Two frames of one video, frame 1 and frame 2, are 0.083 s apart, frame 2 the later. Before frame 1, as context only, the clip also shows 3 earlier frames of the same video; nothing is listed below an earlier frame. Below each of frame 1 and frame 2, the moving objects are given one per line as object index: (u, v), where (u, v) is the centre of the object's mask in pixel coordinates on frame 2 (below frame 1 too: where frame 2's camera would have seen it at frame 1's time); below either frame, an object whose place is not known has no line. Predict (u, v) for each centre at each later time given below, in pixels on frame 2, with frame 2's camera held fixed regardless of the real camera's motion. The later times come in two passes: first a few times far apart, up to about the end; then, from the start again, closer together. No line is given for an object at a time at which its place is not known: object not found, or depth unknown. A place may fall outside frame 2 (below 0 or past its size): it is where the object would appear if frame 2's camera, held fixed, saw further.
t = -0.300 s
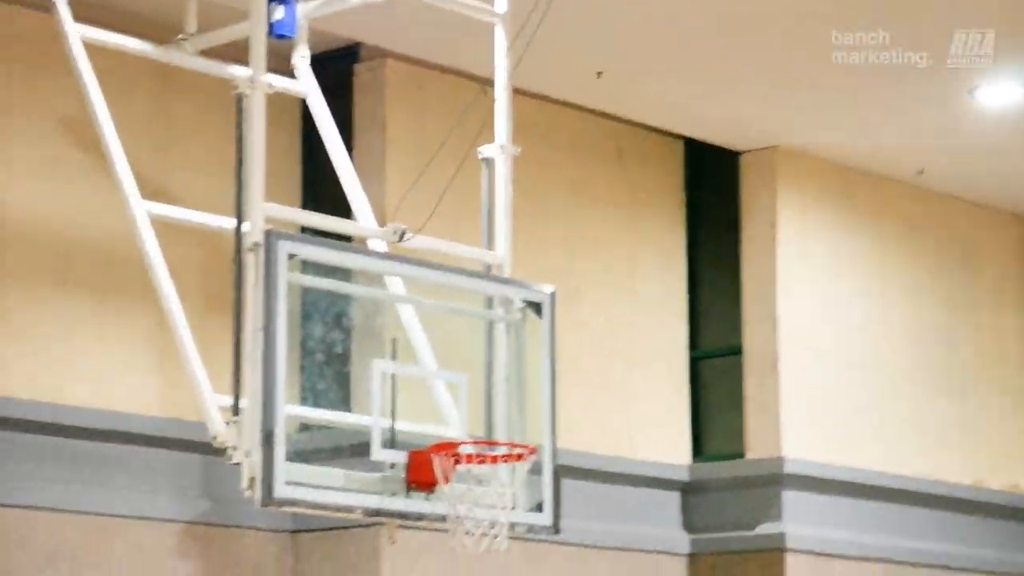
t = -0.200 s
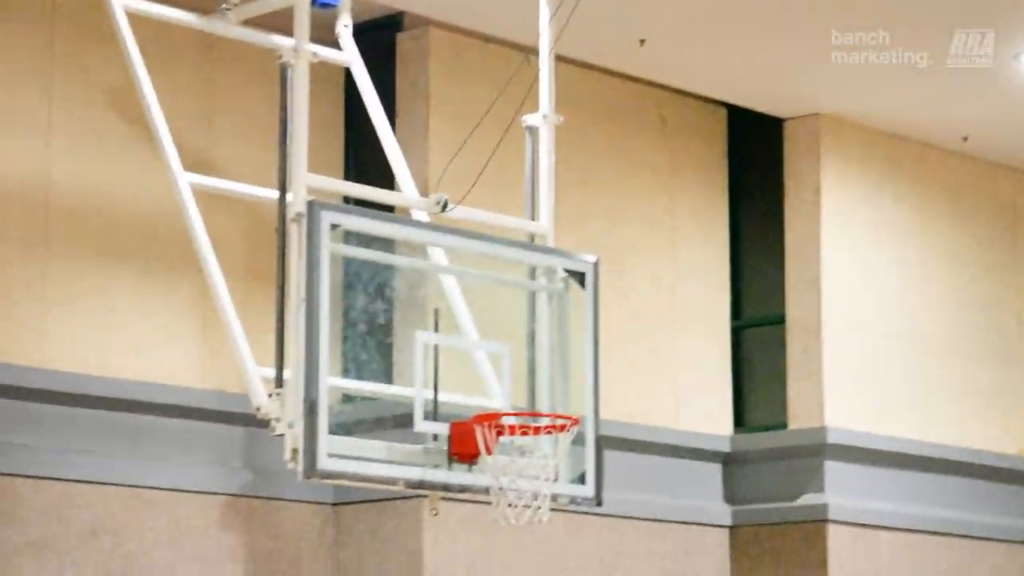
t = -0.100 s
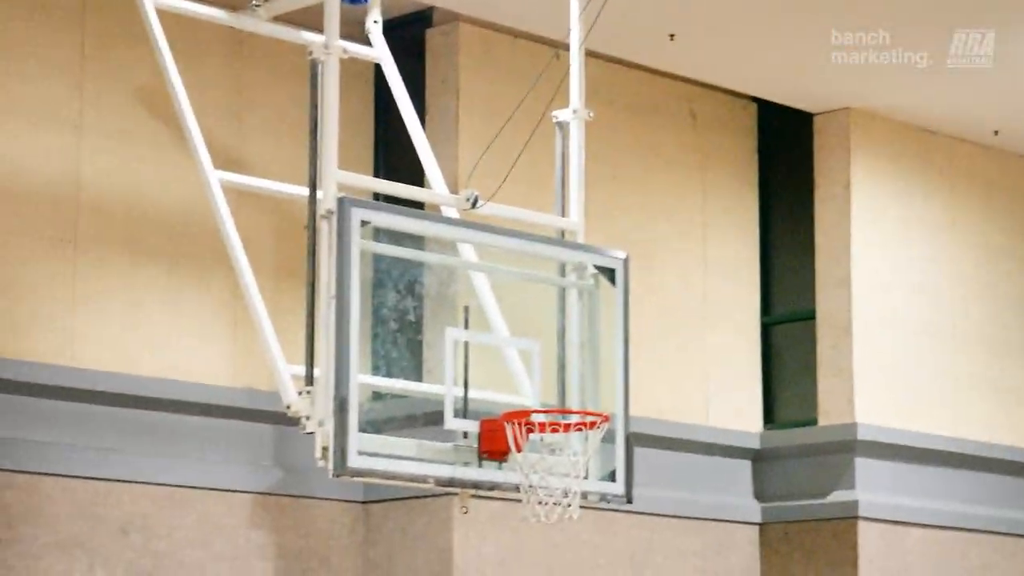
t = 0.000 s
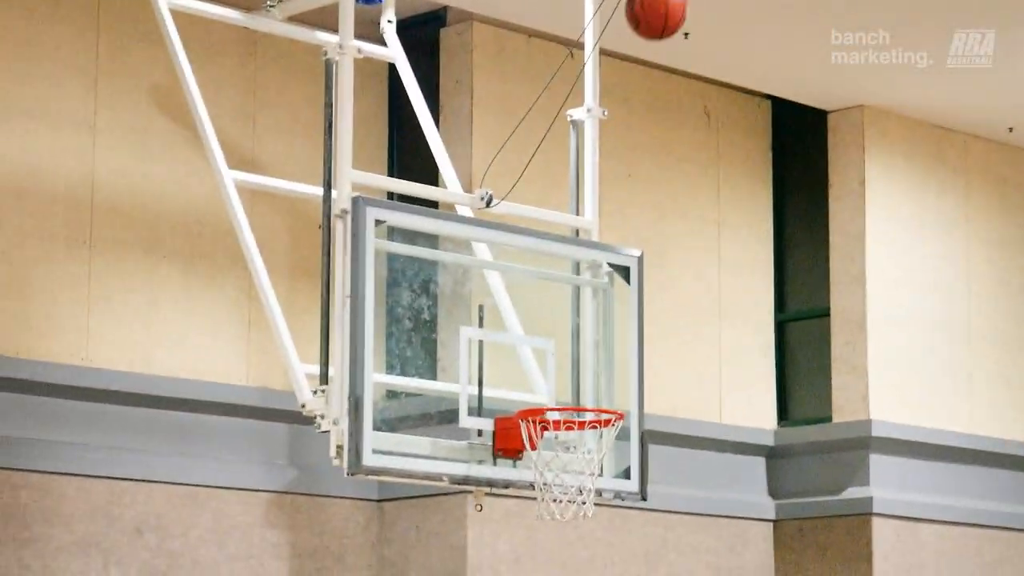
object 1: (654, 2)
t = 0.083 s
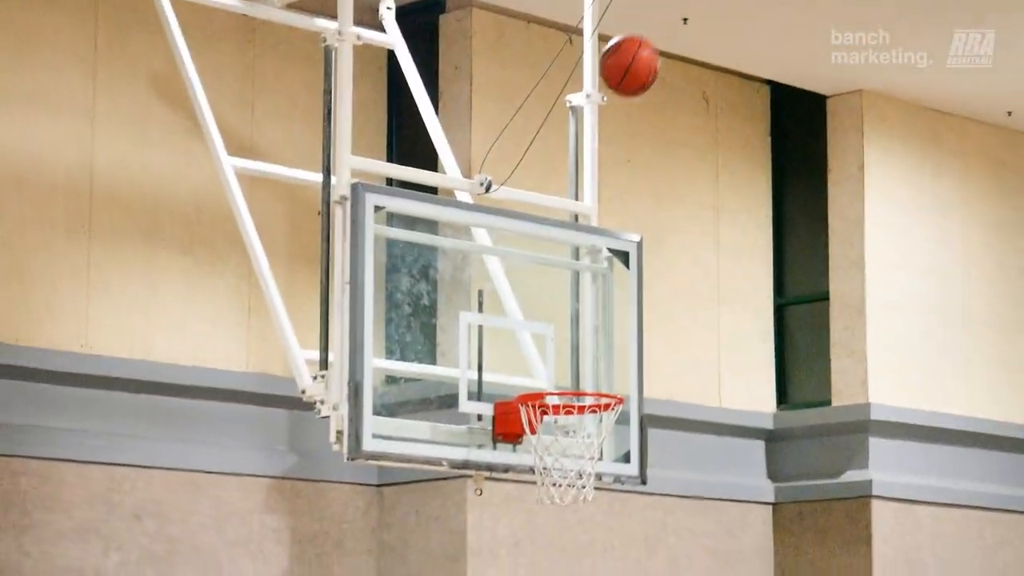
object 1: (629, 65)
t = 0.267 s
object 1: (579, 259)
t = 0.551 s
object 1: (583, 558)
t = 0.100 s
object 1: (624, 81)
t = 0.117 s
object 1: (619, 98)
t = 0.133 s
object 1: (616, 114)
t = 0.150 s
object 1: (611, 131)
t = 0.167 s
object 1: (606, 148)
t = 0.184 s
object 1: (601, 166)
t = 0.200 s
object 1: (597, 184)
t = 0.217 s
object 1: (592, 203)
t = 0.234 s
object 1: (588, 221)
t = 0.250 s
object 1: (583, 240)
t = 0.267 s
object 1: (579, 259)
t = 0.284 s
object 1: (575, 278)
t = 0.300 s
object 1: (570, 298)
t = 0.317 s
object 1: (566, 319)
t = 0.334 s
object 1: (562, 339)
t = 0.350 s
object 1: (558, 360)
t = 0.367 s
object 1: (554, 375)
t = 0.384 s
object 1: (552, 404)
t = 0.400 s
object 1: (550, 423)
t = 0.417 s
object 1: (550, 436)
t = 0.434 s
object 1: (555, 452)
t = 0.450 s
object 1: (560, 469)
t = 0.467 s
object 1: (563, 482)
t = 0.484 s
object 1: (567, 495)
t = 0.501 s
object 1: (571, 510)
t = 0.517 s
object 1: (575, 525)
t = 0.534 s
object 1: (579, 541)
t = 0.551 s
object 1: (583, 558)
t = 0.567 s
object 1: (587, 576)
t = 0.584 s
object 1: (591, 594)
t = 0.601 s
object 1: (595, 613)
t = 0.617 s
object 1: (599, 632)
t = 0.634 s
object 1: (603, 652)
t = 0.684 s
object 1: (613, 701)
